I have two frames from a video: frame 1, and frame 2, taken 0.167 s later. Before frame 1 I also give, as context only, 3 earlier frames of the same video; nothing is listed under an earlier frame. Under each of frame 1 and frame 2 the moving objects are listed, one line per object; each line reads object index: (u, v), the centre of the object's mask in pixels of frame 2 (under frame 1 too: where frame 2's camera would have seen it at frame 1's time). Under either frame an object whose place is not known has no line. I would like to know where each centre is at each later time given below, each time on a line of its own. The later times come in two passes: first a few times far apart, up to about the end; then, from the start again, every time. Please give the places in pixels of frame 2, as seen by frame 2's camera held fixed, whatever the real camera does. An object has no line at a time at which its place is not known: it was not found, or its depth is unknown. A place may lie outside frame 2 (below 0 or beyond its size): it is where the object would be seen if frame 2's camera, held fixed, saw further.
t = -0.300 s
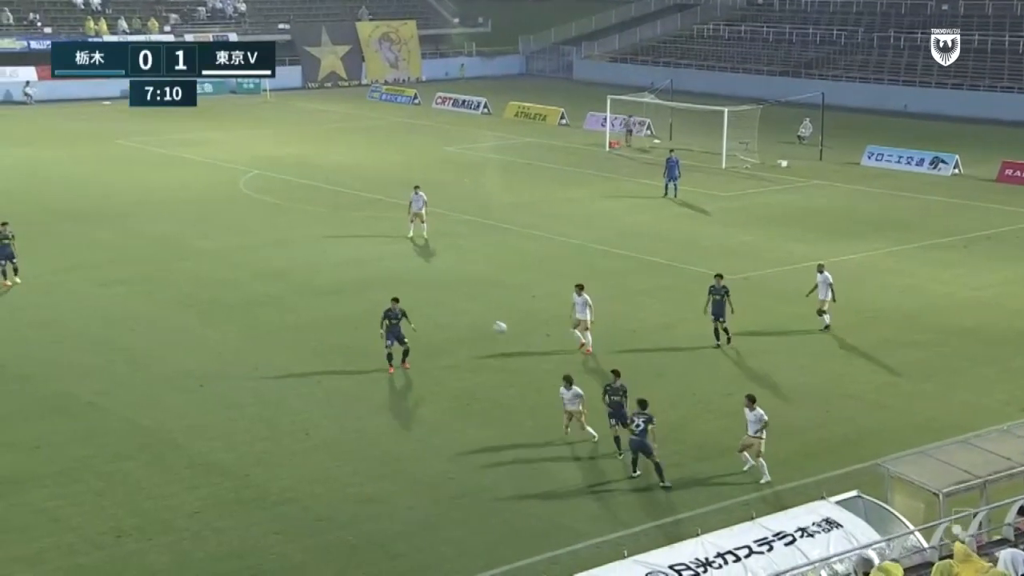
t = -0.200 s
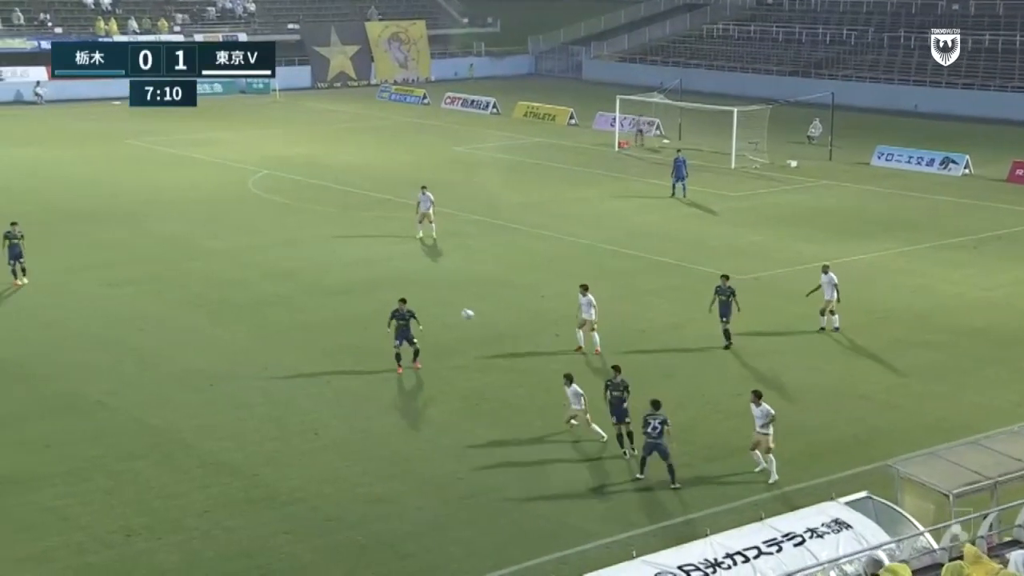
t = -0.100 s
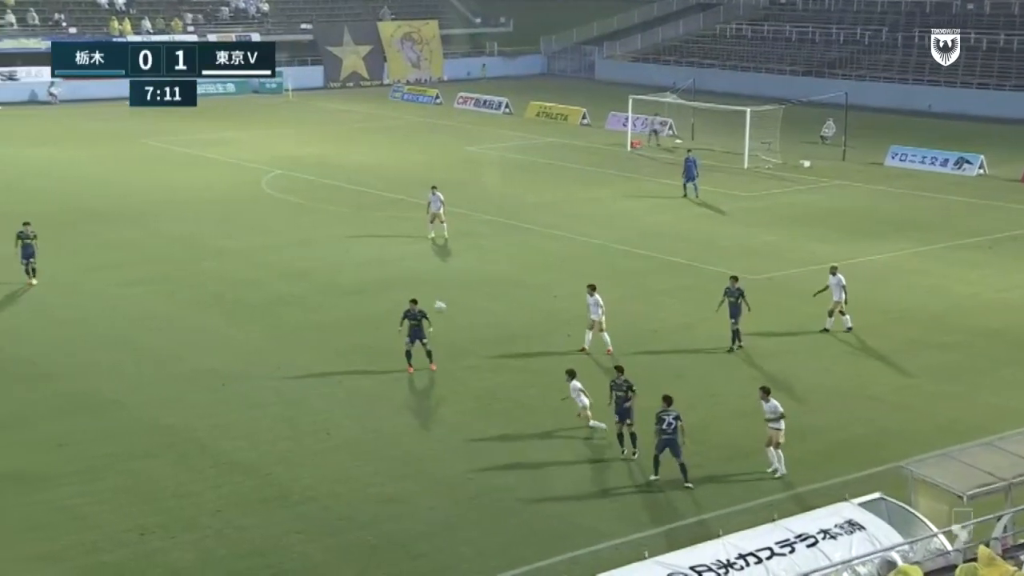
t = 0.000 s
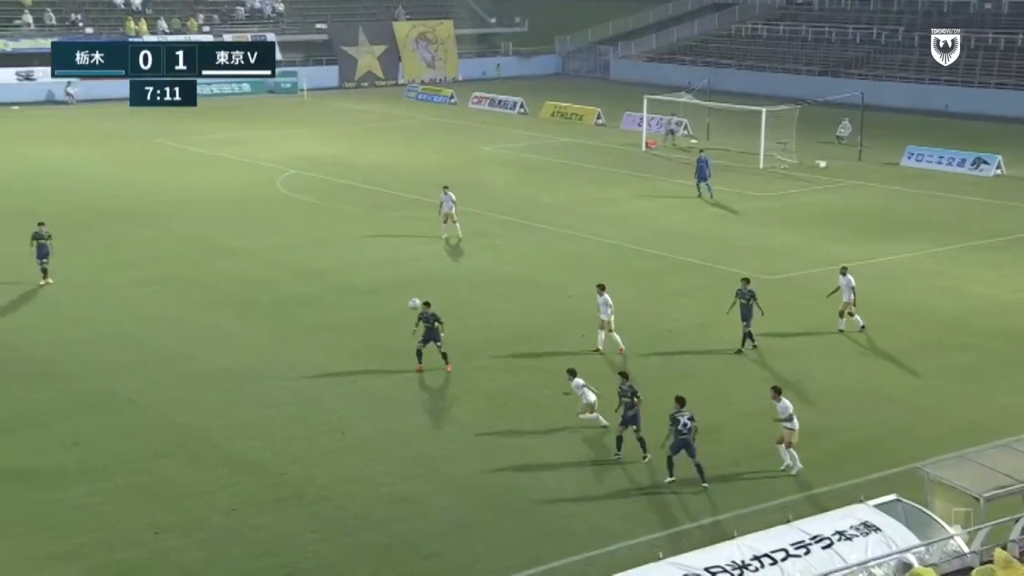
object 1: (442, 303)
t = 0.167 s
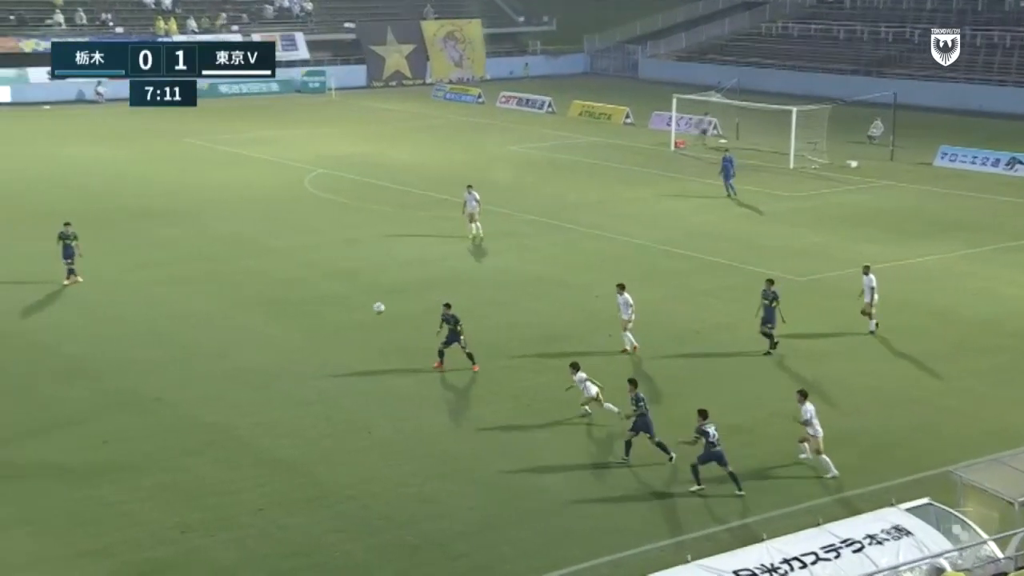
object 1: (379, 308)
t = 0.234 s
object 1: (354, 313)
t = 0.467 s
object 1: (272, 346)
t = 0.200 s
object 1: (367, 310)
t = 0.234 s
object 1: (354, 313)
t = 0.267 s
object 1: (341, 316)
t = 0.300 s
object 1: (329, 320)
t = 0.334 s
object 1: (318, 324)
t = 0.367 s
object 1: (306, 329)
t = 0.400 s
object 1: (295, 335)
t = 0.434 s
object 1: (283, 340)
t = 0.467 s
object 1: (272, 346)
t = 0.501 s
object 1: (261, 353)
